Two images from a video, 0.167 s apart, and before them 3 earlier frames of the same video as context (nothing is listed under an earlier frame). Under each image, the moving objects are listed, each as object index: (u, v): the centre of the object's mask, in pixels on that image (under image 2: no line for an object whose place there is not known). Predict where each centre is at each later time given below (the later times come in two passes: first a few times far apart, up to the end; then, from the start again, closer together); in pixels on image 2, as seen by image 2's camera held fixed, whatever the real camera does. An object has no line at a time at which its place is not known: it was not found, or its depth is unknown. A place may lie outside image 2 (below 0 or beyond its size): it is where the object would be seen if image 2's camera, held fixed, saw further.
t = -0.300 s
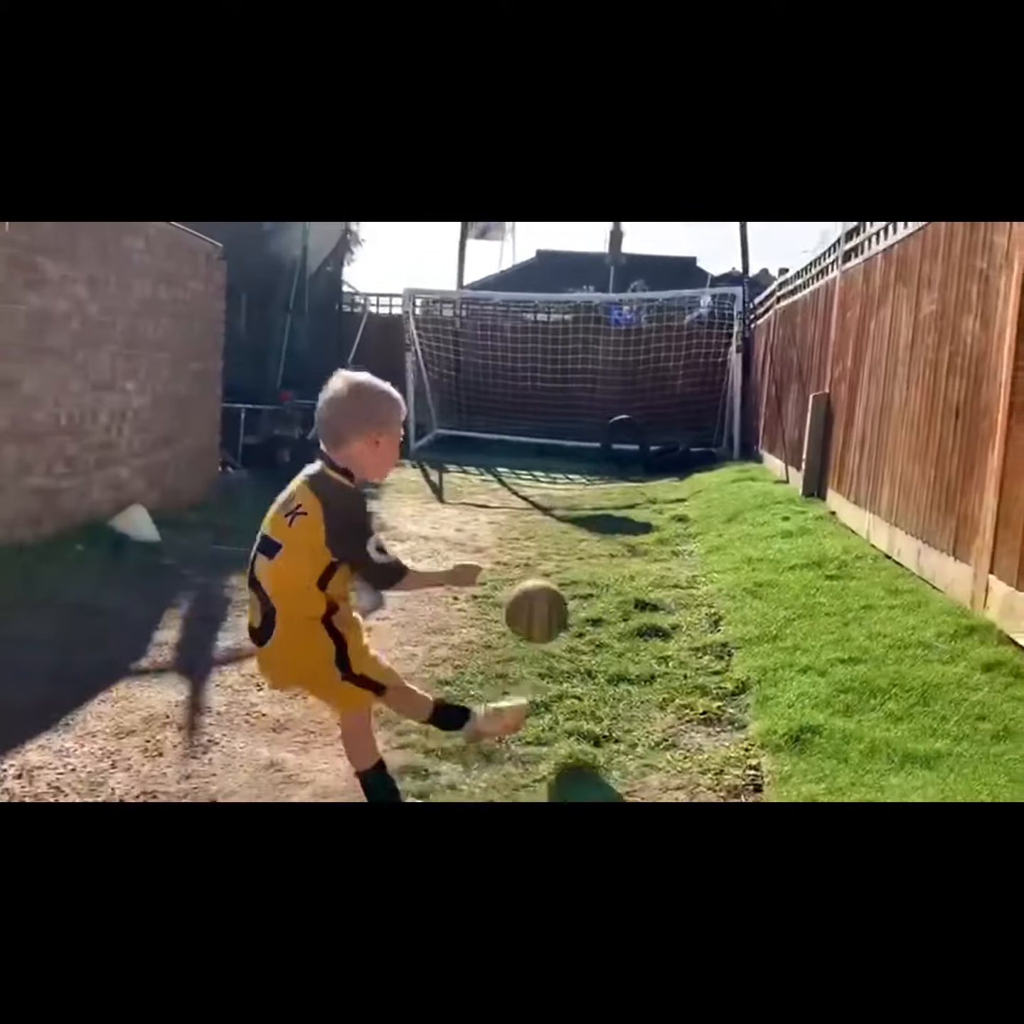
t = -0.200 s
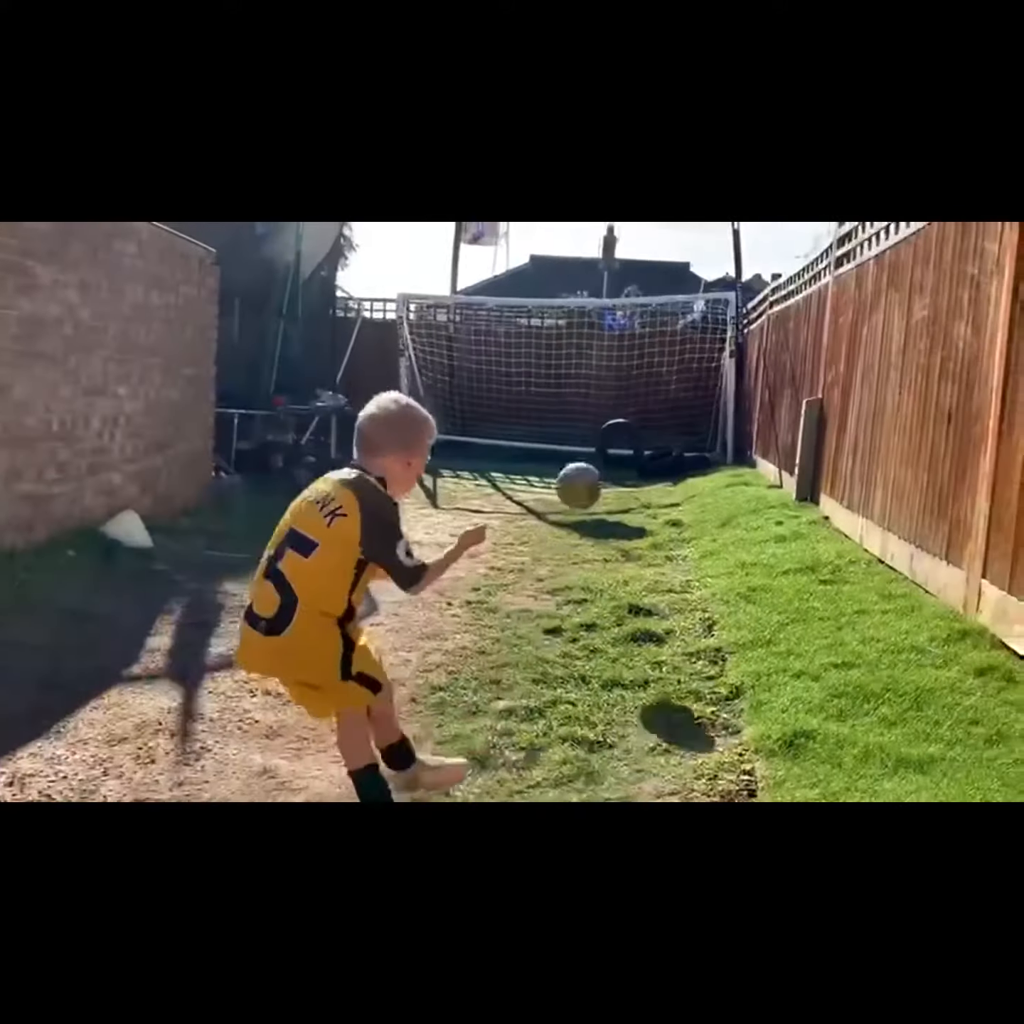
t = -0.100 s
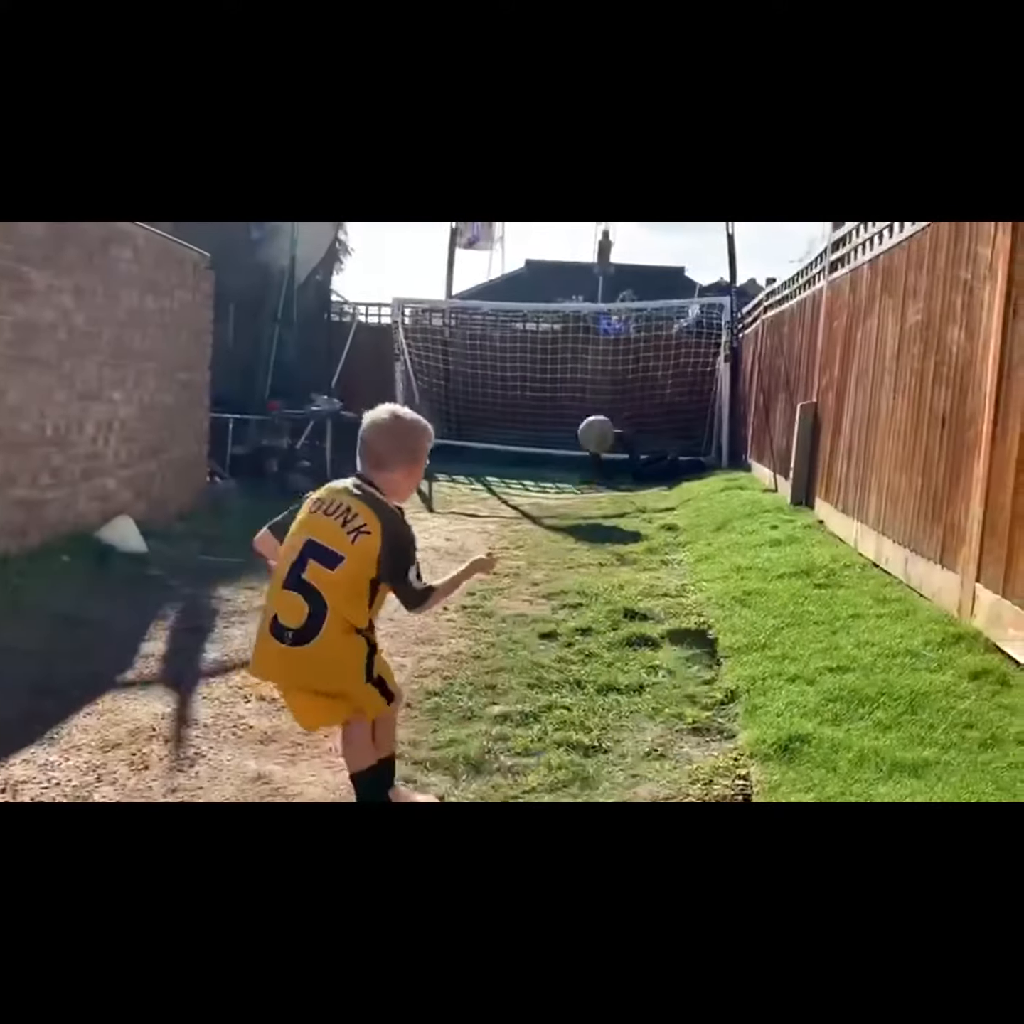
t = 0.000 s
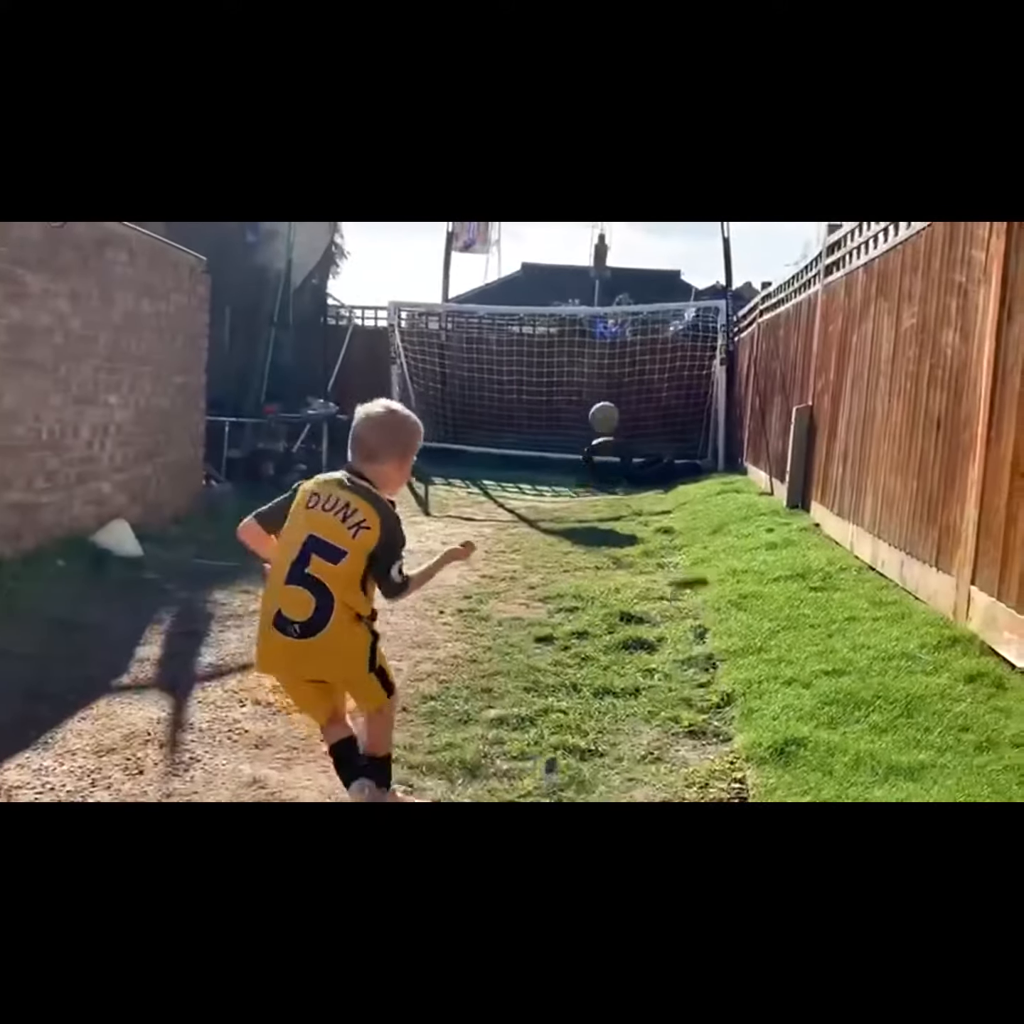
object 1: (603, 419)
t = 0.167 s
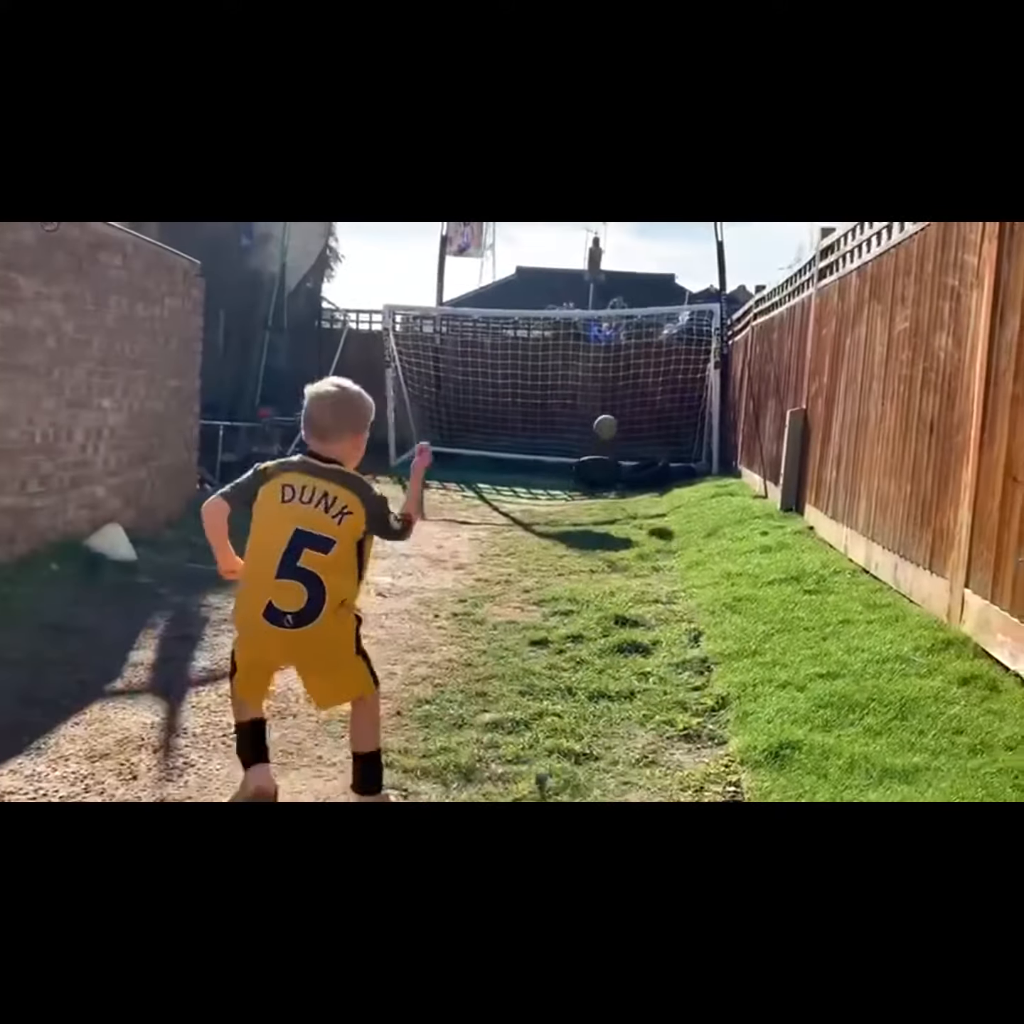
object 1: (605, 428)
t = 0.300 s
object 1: (607, 449)
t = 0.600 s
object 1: (591, 448)
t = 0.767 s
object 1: (580, 461)
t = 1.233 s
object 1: (543, 484)
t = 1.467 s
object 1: (526, 485)
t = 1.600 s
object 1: (517, 494)
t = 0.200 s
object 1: (606, 432)
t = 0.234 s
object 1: (606, 438)
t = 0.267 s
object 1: (606, 443)
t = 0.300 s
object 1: (607, 449)
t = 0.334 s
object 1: (606, 457)
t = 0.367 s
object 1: (605, 463)
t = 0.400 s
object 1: (606, 464)
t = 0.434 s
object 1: (602, 459)
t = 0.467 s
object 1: (600, 455)
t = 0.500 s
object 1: (598, 451)
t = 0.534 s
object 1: (597, 450)
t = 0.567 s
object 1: (595, 449)
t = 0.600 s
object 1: (591, 448)
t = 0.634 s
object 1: (589, 448)
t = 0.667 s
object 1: (587, 449)
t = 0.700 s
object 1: (584, 450)
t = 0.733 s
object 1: (581, 454)
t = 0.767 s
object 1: (580, 461)
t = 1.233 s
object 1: (543, 484)
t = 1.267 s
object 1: (538, 488)
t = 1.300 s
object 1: (536, 495)
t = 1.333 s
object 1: (533, 493)
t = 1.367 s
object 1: (532, 490)
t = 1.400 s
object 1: (531, 488)
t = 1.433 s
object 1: (528, 486)
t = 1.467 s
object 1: (526, 485)
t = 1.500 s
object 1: (524, 486)
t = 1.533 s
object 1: (522, 488)
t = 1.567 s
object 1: (519, 492)
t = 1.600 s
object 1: (517, 494)
